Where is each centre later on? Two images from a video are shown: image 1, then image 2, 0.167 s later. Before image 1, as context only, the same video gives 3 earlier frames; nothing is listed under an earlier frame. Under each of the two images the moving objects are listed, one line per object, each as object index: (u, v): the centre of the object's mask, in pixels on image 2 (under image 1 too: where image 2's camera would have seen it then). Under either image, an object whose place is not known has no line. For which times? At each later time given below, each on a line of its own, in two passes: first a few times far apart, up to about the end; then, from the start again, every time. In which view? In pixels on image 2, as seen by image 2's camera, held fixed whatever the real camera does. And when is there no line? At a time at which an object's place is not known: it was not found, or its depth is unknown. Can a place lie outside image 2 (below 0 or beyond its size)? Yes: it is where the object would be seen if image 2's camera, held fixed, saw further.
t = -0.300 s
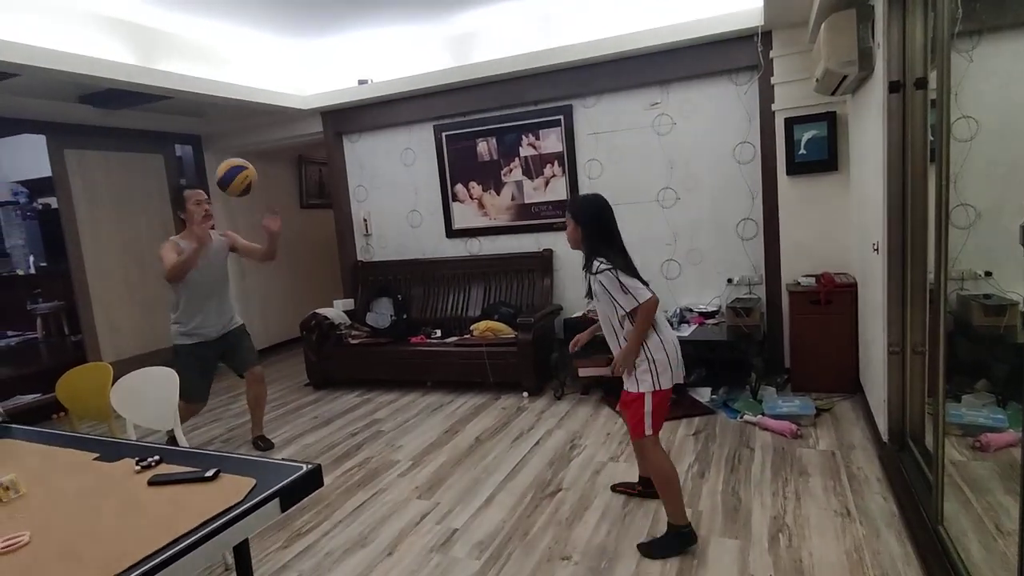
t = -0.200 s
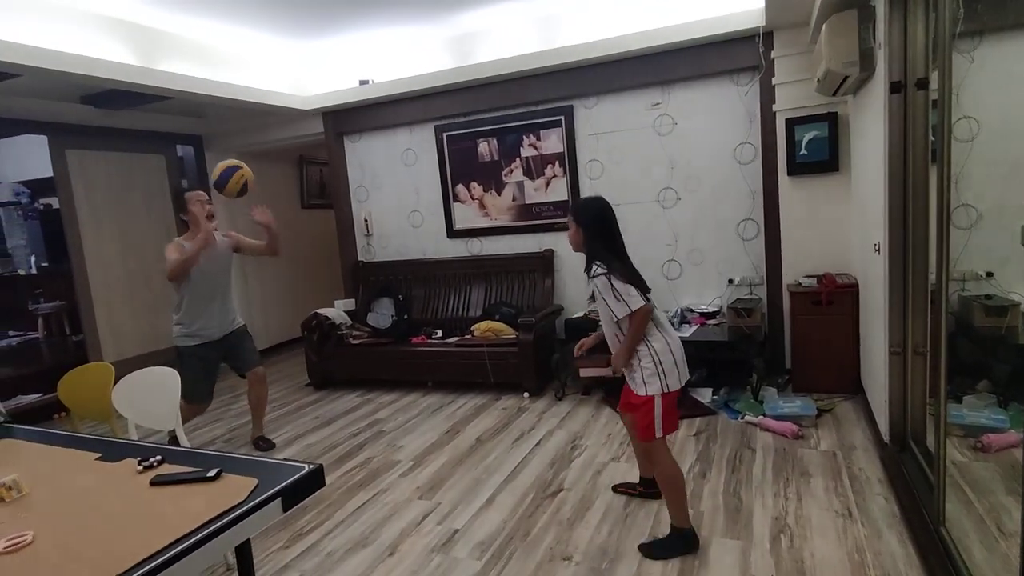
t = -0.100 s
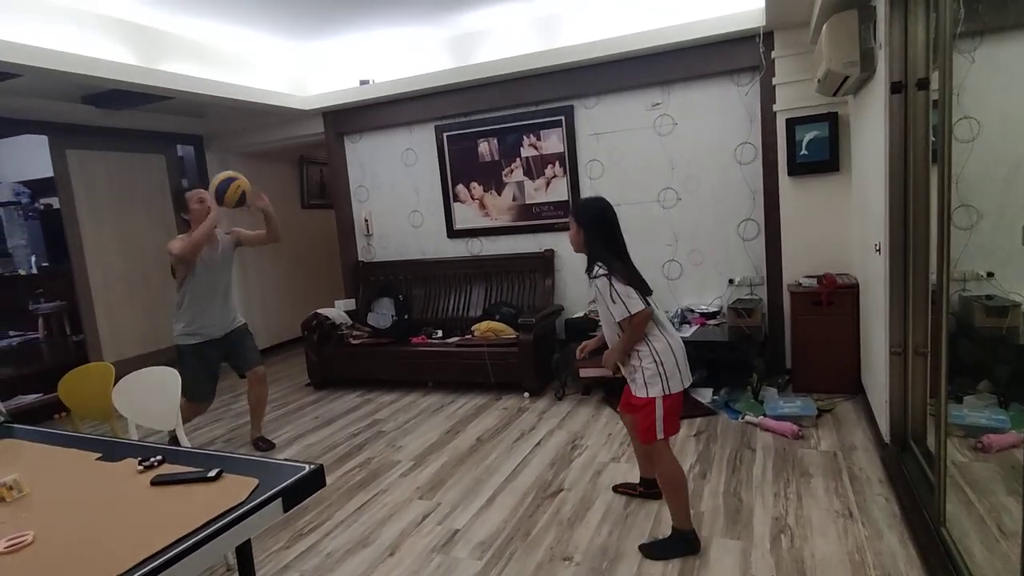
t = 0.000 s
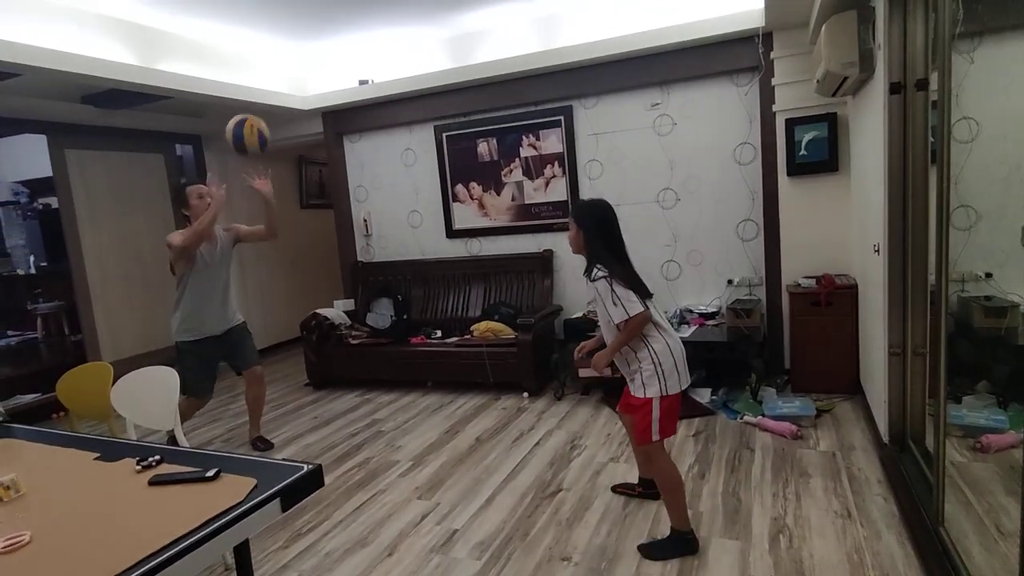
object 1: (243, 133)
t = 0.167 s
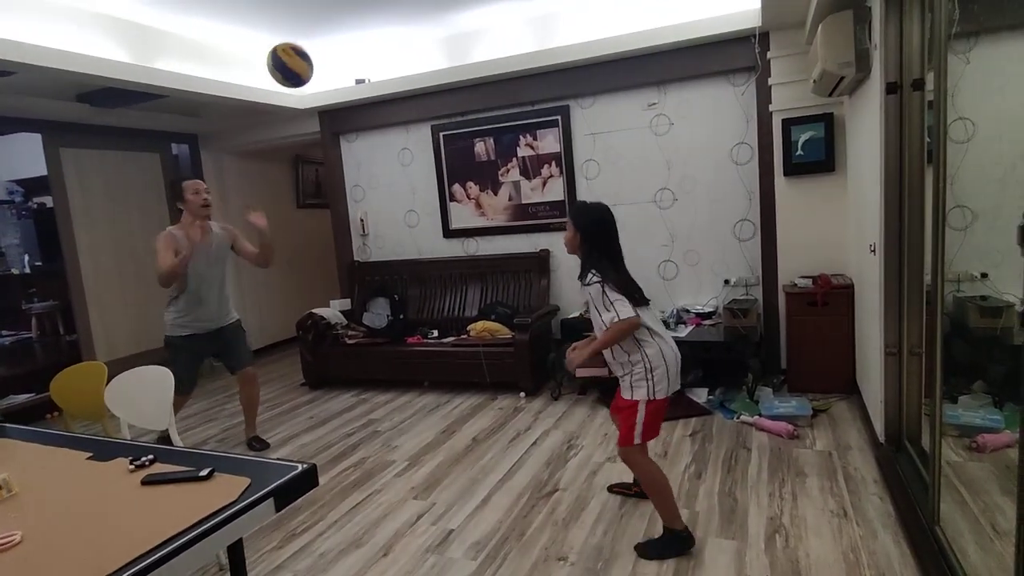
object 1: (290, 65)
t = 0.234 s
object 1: (313, 51)
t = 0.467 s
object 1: (418, 83)
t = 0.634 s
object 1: (512, 197)
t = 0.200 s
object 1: (301, 57)
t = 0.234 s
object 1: (313, 51)
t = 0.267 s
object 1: (326, 48)
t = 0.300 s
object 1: (339, 47)
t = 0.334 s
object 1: (353, 48)
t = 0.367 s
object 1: (368, 53)
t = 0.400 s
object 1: (384, 60)
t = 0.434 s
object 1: (400, 71)
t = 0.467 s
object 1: (418, 83)
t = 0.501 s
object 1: (435, 99)
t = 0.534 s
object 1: (453, 117)
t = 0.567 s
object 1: (472, 140)
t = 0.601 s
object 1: (491, 166)
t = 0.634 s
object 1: (512, 197)
